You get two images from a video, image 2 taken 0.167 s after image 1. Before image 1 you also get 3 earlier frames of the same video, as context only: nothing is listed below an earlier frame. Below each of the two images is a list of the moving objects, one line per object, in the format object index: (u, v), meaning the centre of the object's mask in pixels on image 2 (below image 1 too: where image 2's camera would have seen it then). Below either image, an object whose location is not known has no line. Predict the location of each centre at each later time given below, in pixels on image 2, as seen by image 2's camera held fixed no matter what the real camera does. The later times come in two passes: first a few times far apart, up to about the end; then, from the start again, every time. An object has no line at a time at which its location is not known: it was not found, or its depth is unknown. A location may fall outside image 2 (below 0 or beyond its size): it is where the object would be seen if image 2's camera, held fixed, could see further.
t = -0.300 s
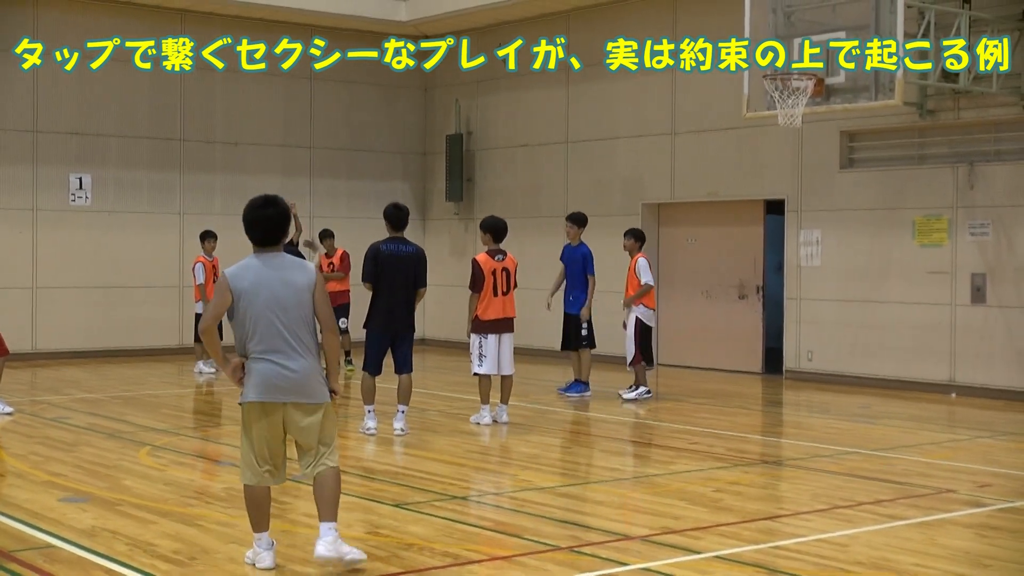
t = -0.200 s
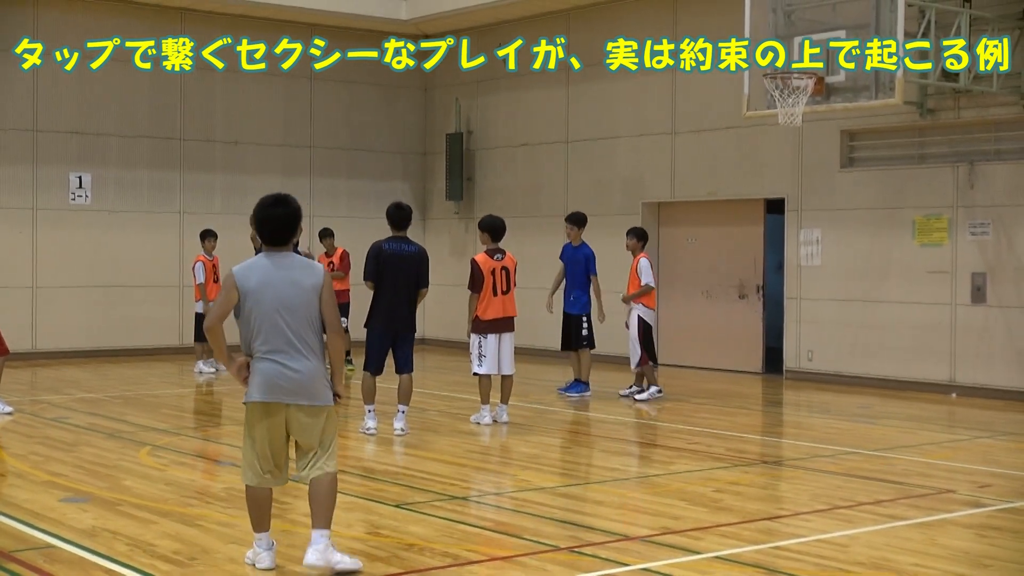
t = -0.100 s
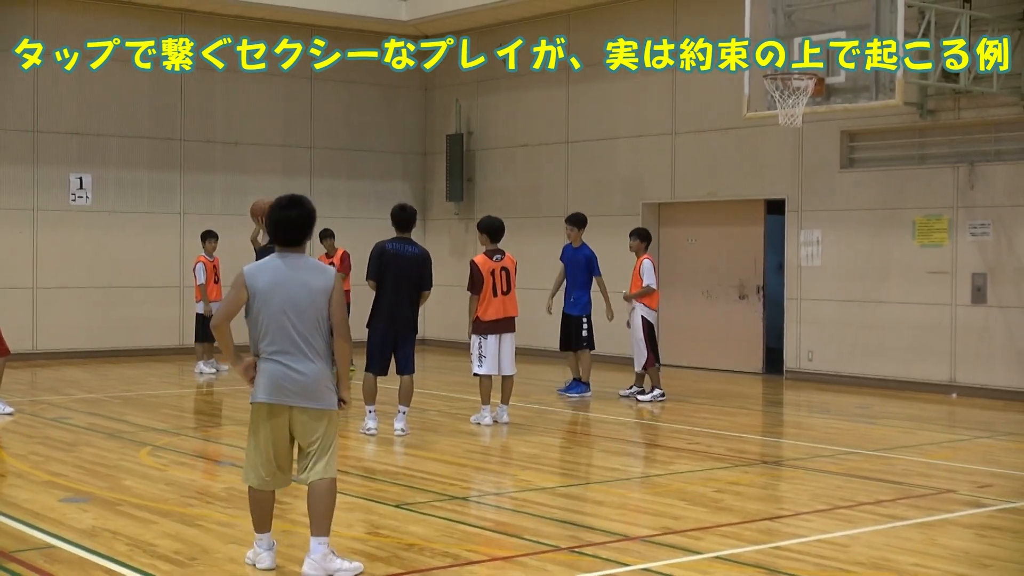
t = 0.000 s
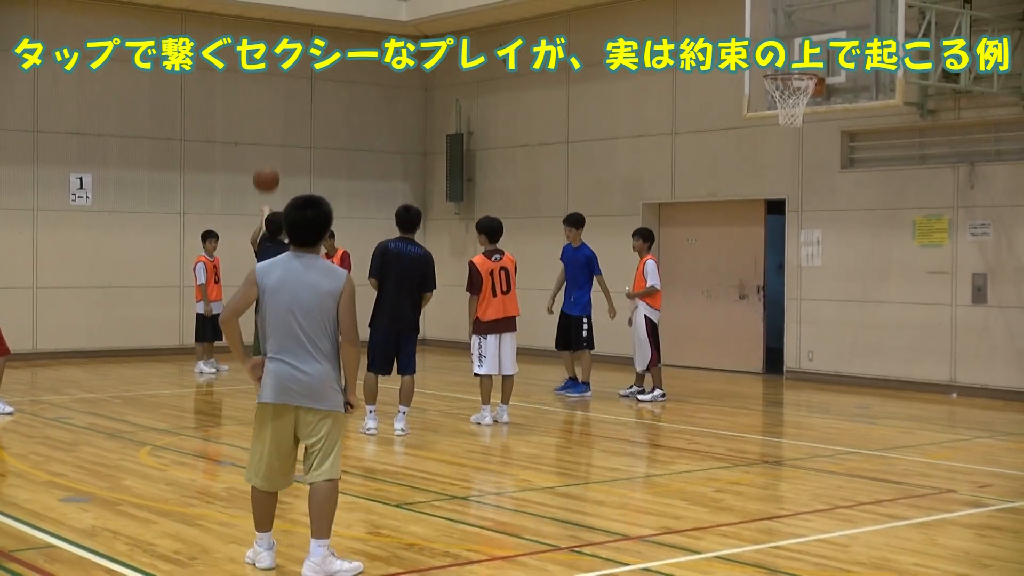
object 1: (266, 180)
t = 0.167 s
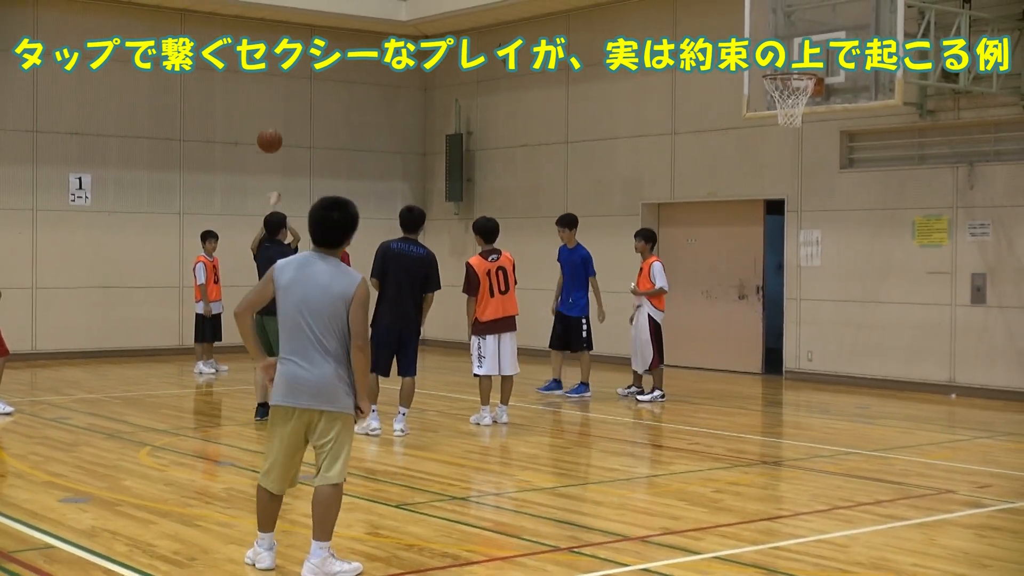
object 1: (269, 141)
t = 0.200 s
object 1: (270, 137)
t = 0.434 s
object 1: (276, 141)
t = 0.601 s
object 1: (279, 172)
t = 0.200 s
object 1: (270, 137)
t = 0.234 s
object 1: (271, 134)
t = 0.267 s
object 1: (272, 133)
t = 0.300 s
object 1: (273, 132)
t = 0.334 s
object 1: (273, 133)
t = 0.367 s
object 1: (275, 134)
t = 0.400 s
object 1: (275, 137)
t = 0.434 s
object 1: (276, 141)
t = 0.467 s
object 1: (277, 146)
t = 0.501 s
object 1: (278, 151)
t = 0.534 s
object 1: (278, 157)
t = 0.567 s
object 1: (279, 164)
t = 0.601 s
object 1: (279, 172)
